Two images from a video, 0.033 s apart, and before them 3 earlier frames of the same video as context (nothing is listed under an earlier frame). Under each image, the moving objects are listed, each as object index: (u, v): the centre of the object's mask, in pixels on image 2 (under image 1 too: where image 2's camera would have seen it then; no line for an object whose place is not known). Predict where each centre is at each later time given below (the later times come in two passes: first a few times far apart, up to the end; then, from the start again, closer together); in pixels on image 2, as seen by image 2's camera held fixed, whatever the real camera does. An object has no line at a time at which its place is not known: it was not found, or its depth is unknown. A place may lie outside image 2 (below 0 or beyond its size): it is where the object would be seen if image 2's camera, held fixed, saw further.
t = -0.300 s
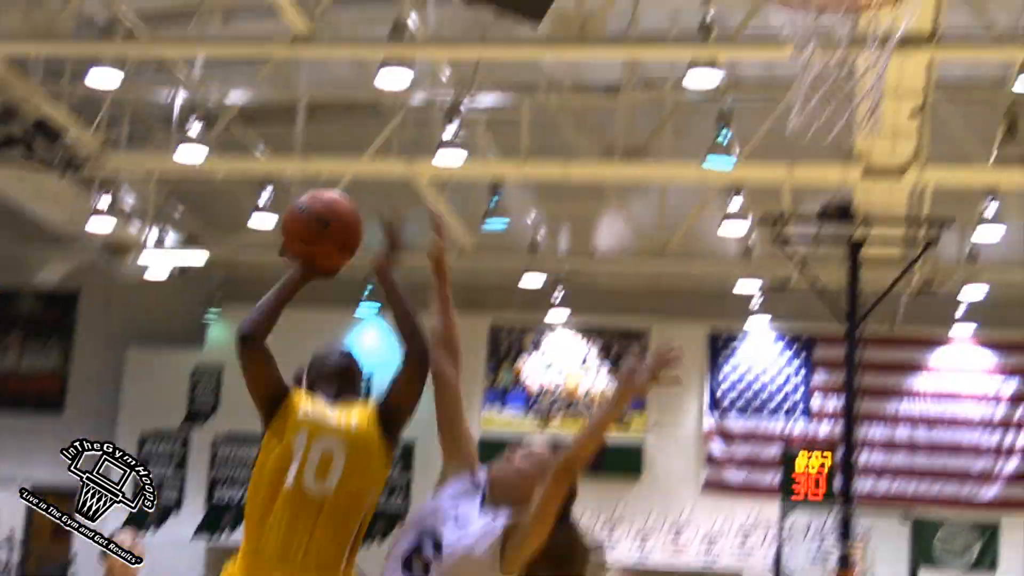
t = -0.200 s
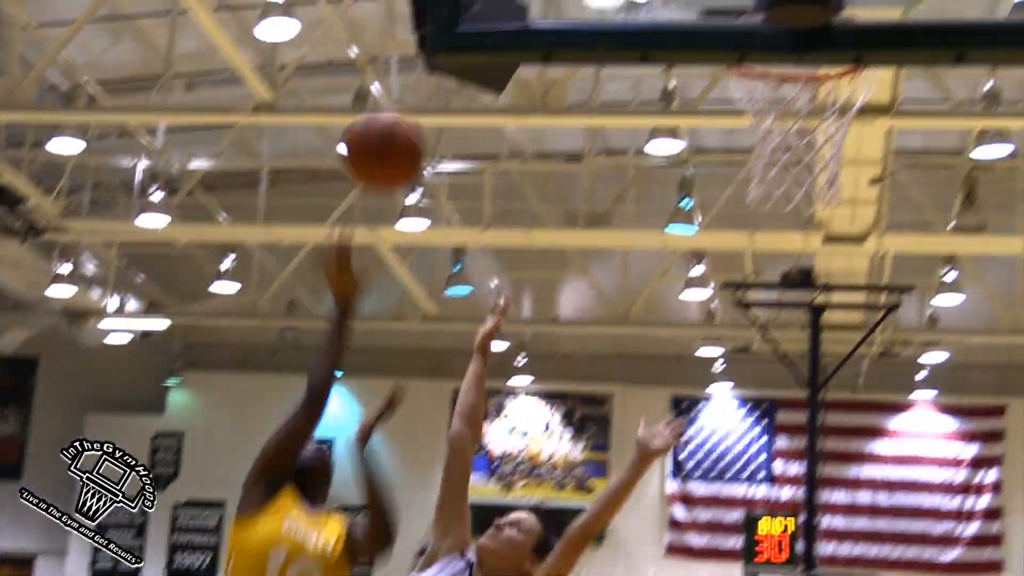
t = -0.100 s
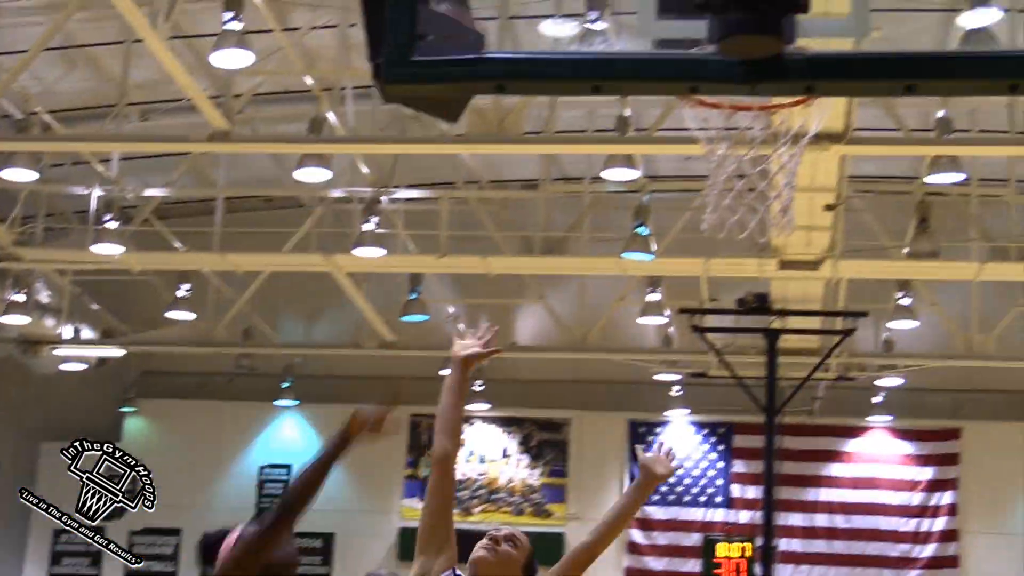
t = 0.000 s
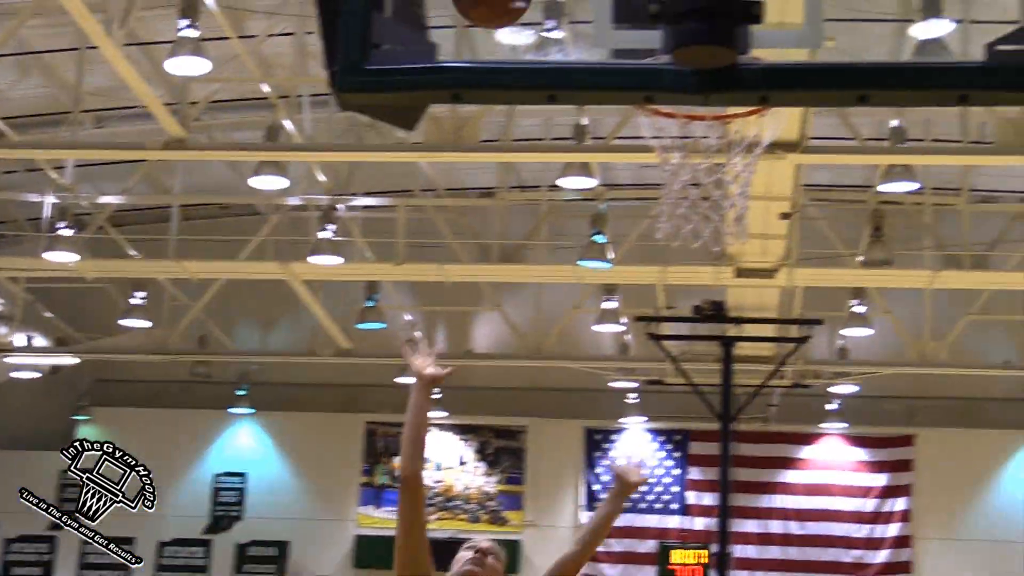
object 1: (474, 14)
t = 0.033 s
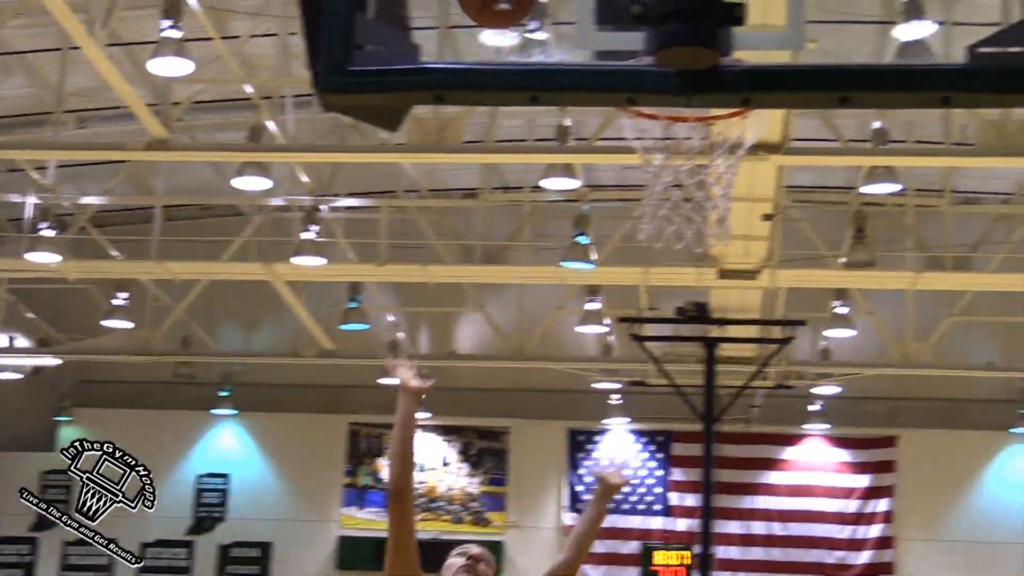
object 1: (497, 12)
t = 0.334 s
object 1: (680, 113)
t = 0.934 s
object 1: (676, 428)
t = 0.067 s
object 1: (520, 12)
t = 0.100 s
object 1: (539, 12)
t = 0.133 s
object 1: (549, 15)
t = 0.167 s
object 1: (574, 17)
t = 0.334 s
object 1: (680, 113)
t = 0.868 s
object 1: (688, 346)
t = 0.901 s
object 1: (682, 384)
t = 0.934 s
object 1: (676, 428)
